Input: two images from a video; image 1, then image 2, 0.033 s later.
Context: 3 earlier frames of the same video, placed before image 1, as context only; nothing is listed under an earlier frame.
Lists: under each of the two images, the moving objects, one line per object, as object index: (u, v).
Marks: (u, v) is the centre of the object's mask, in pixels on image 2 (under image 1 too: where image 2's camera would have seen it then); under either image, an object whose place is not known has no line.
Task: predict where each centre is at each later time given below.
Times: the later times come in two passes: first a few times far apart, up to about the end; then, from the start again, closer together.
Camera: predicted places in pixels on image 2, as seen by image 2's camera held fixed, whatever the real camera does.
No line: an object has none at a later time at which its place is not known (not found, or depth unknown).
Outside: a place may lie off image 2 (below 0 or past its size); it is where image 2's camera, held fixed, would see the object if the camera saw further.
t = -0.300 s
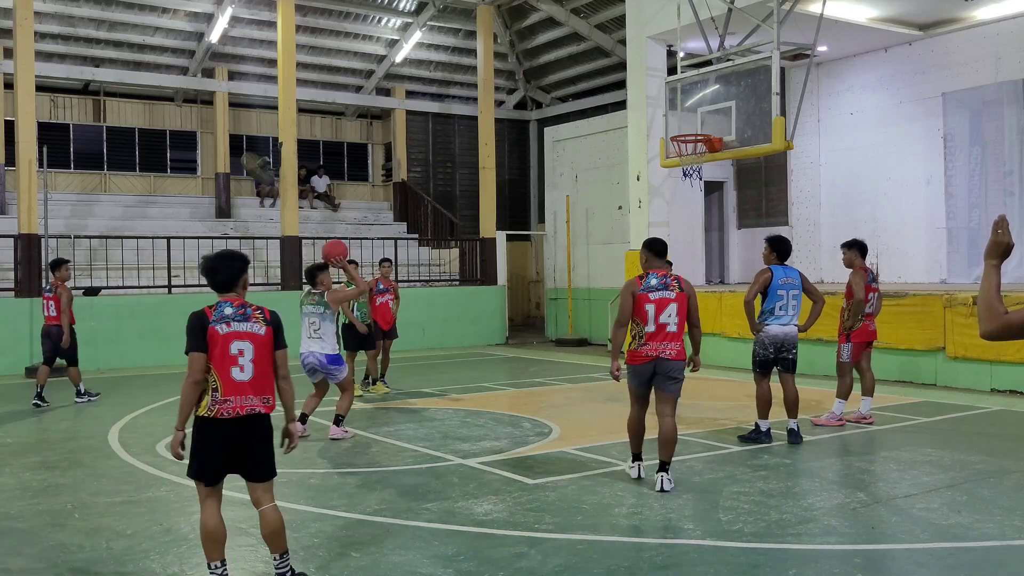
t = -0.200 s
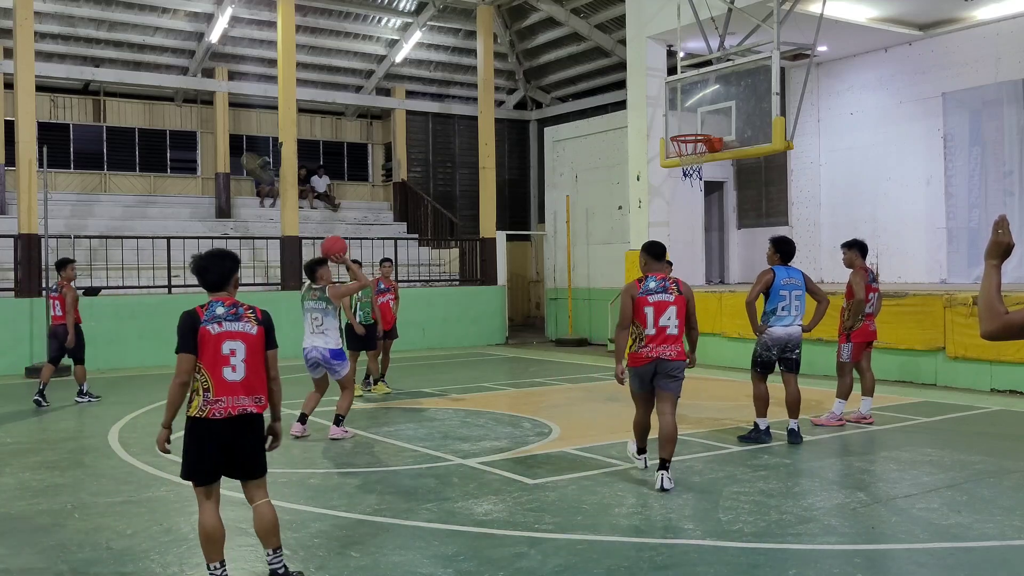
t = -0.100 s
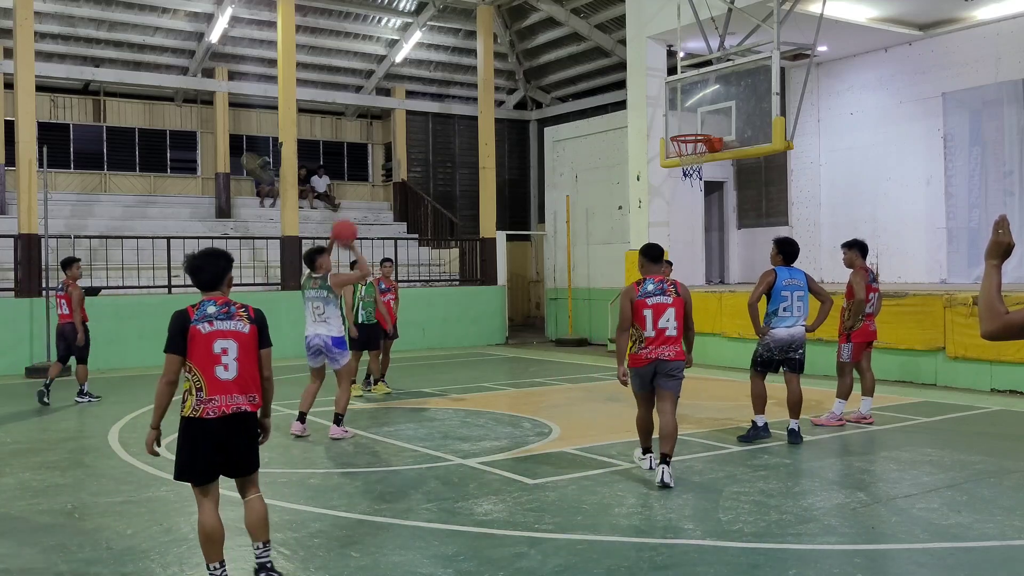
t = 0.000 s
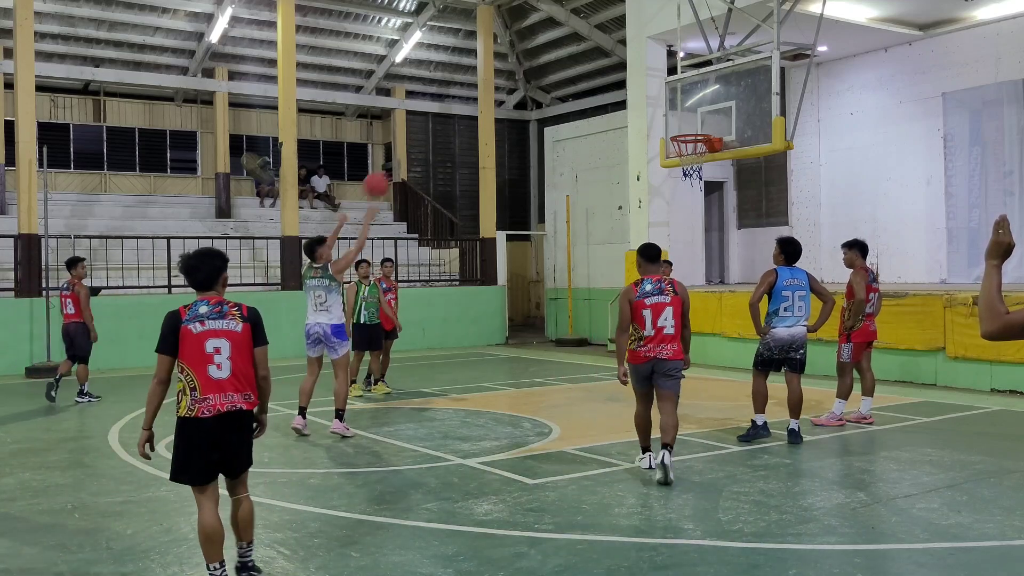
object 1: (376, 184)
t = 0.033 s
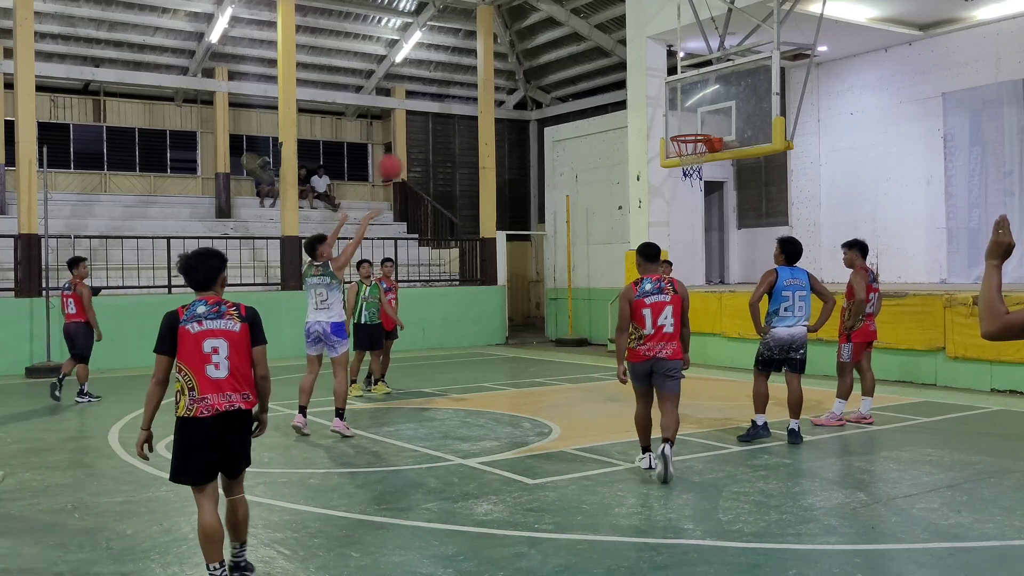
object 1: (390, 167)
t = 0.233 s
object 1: (469, 93)
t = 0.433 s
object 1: (540, 64)
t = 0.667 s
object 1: (613, 78)
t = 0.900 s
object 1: (675, 127)
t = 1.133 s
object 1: (694, 123)
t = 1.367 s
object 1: (687, 125)
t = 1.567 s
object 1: (694, 136)
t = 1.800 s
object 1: (676, 158)
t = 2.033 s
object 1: (684, 177)
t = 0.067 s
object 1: (405, 150)
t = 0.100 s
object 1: (418, 137)
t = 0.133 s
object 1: (431, 124)
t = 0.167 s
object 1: (444, 113)
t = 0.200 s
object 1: (457, 102)
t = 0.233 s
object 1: (469, 93)
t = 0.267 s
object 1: (482, 85)
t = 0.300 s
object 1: (494, 79)
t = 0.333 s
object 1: (506, 73)
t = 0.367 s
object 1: (517, 70)
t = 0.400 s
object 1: (528, 66)
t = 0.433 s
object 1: (540, 64)
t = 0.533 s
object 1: (572, 64)
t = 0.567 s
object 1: (583, 66)
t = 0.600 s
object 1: (593, 69)
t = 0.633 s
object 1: (603, 73)
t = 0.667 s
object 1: (613, 78)
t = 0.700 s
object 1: (622, 83)
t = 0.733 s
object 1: (631, 90)
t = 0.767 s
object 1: (641, 97)
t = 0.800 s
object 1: (650, 106)
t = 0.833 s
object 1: (659, 115)
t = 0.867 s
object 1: (668, 125)
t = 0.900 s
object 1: (675, 127)
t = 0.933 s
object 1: (681, 125)
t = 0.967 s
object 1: (687, 124)
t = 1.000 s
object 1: (693, 124)
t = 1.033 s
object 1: (699, 125)
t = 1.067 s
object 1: (701, 125)
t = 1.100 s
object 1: (698, 123)
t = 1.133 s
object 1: (694, 123)
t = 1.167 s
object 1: (690, 123)
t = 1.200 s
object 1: (686, 124)
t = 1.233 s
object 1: (682, 126)
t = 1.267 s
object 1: (678, 129)
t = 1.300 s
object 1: (681, 127)
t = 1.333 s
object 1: (684, 126)
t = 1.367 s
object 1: (687, 125)
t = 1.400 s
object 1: (690, 125)
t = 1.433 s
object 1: (694, 126)
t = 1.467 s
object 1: (697, 127)
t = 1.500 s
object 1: (700, 131)
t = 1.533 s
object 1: (698, 132)
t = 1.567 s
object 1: (694, 136)
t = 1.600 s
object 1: (691, 139)
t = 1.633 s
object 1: (688, 144)
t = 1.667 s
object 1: (685, 148)
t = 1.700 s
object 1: (681, 151)
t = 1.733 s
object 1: (679, 154)
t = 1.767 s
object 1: (678, 157)
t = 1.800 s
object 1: (676, 158)
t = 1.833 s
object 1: (676, 160)
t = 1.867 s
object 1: (677, 161)
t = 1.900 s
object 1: (677, 163)
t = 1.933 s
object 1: (679, 166)
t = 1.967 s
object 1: (680, 169)
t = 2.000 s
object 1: (682, 172)
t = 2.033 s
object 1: (684, 177)
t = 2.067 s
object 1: (686, 182)
